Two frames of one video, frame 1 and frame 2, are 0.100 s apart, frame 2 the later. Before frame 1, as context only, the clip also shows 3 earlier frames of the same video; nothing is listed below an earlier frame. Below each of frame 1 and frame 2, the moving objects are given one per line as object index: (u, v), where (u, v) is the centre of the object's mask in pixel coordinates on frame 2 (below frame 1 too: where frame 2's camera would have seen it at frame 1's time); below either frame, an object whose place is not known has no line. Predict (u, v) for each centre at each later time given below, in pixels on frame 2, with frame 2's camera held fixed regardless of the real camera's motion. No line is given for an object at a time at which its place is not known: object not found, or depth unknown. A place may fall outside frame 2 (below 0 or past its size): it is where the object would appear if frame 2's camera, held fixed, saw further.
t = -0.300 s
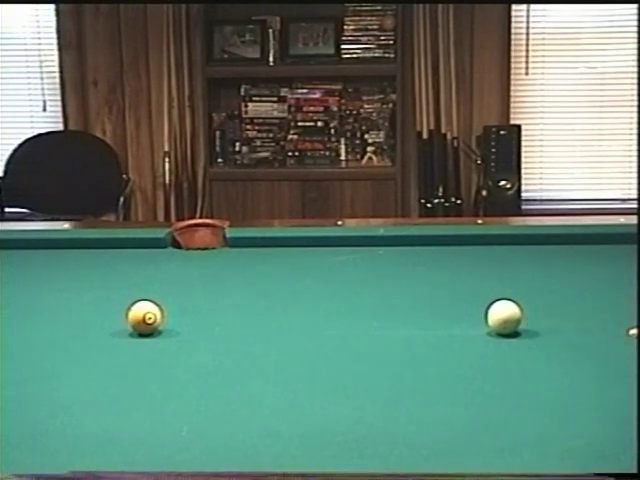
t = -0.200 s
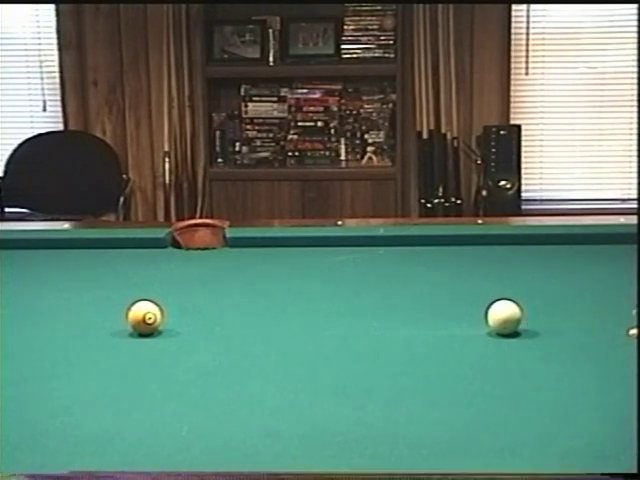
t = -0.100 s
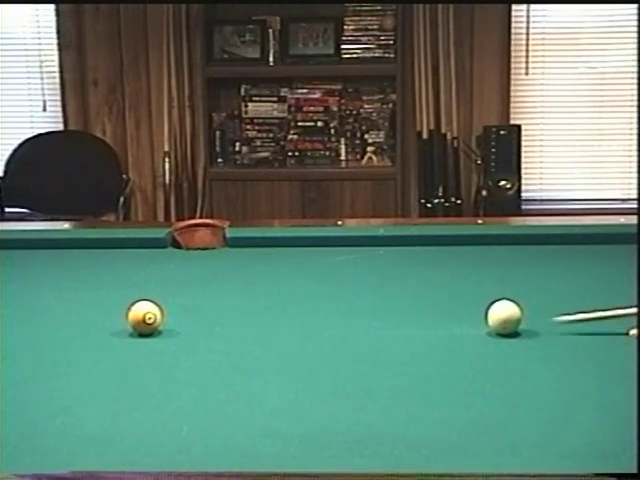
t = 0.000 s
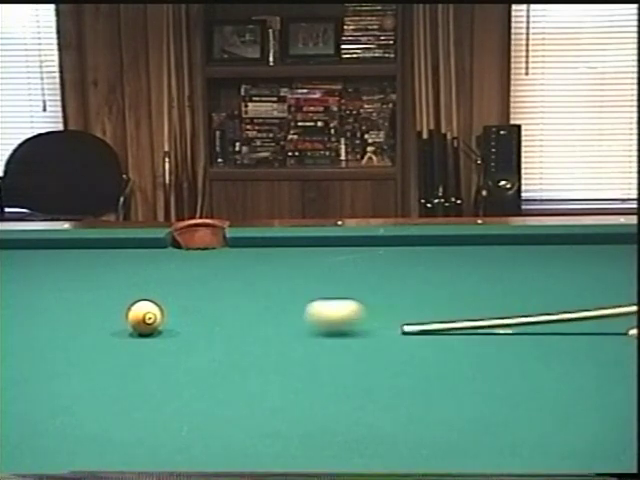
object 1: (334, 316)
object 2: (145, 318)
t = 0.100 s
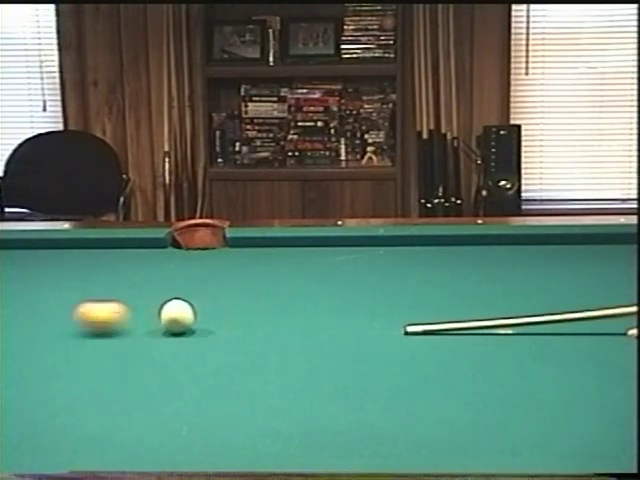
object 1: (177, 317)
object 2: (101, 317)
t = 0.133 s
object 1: (178, 316)
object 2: (39, 318)
